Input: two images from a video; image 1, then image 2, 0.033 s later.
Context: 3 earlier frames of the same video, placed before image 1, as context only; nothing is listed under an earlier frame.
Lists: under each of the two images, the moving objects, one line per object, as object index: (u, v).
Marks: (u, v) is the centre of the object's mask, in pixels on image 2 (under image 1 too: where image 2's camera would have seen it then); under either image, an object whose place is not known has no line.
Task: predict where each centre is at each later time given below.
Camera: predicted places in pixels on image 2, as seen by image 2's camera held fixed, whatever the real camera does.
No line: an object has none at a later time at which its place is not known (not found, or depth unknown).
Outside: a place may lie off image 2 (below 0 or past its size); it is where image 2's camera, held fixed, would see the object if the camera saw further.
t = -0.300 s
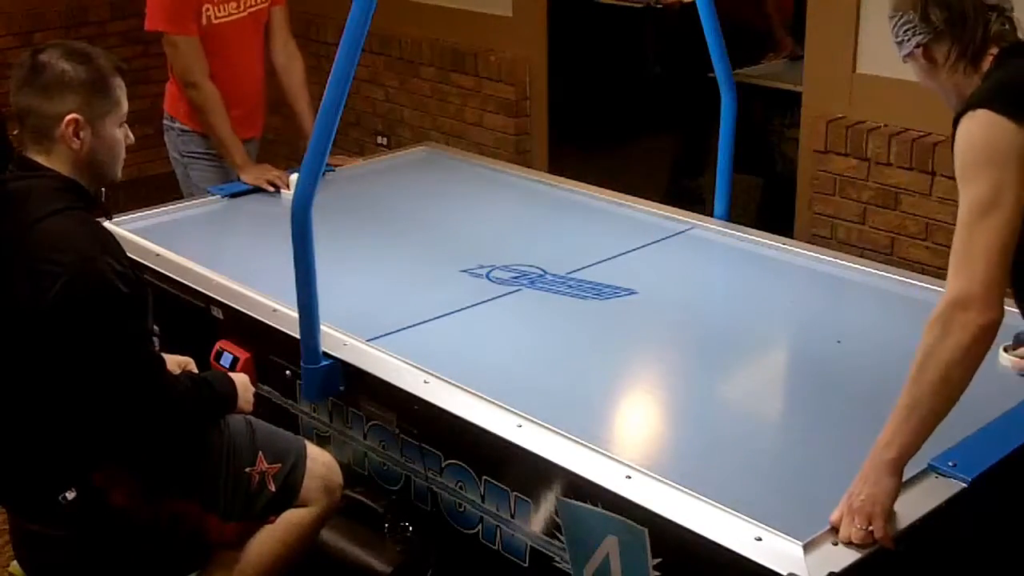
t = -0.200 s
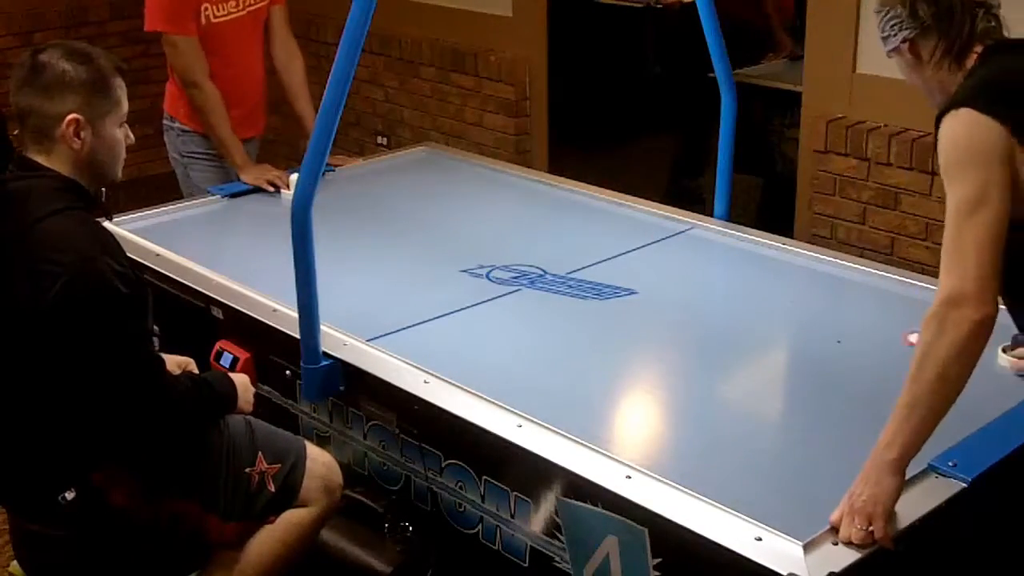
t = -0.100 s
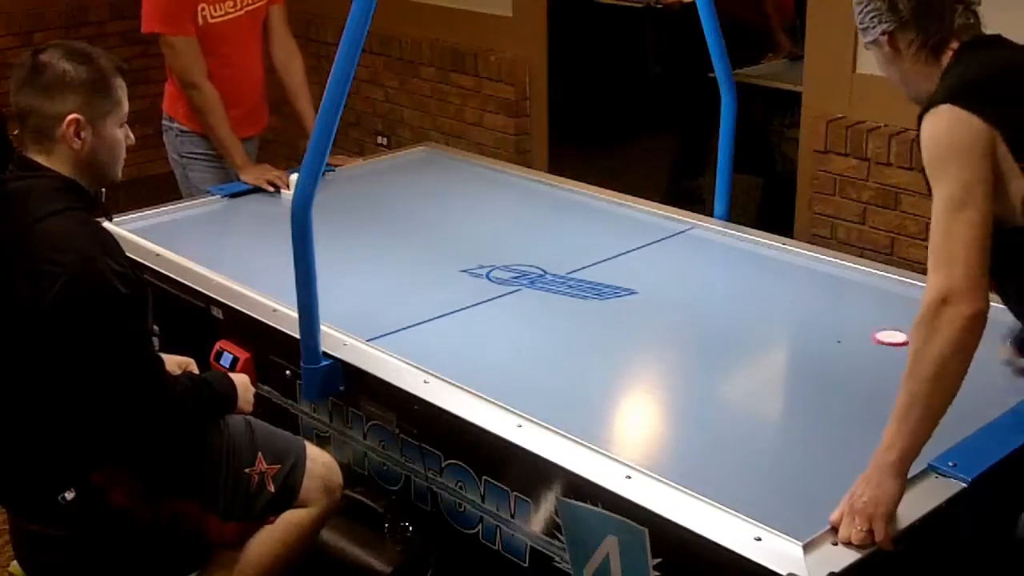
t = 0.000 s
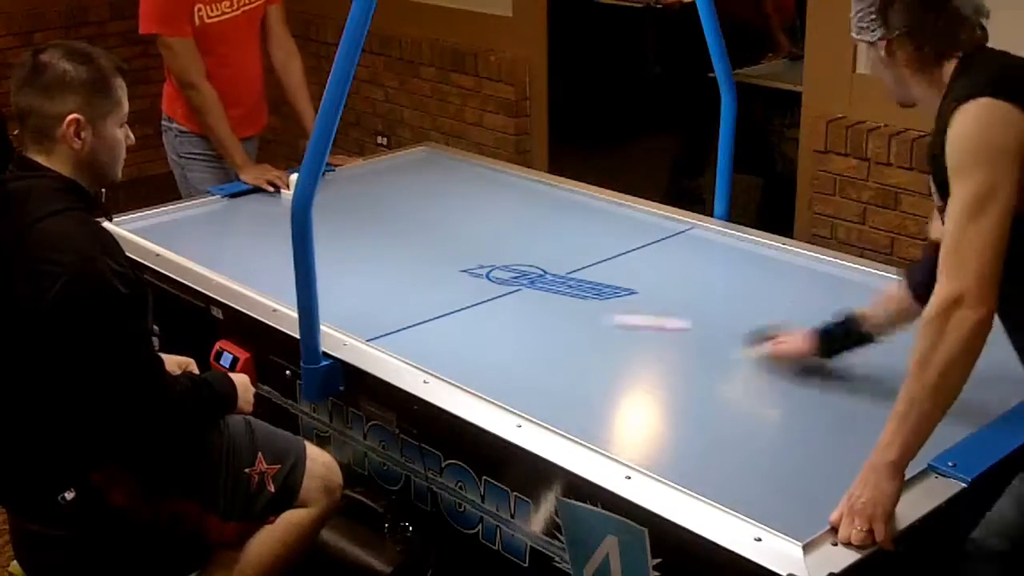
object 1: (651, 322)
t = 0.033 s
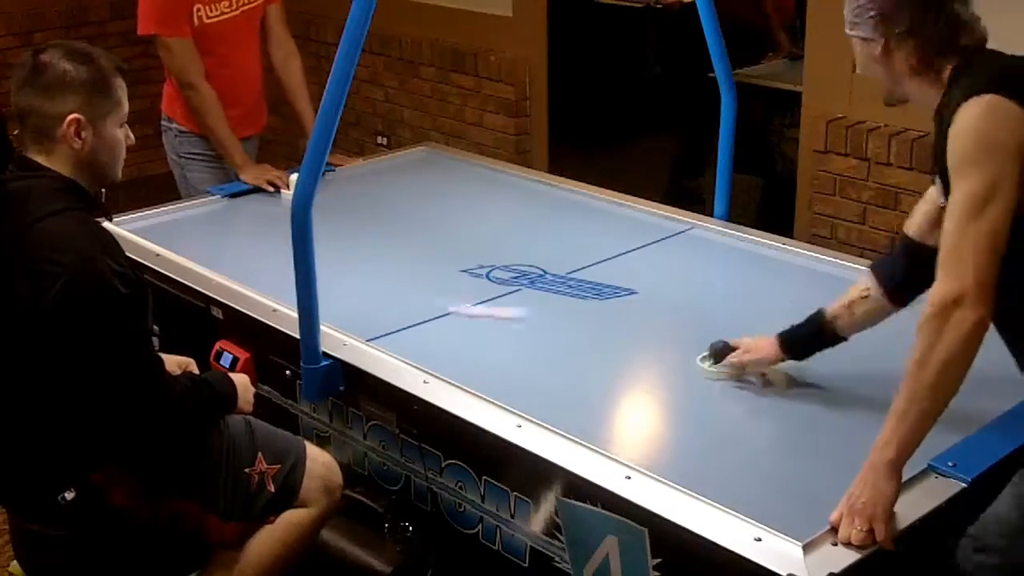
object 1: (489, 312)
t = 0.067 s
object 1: (344, 300)
